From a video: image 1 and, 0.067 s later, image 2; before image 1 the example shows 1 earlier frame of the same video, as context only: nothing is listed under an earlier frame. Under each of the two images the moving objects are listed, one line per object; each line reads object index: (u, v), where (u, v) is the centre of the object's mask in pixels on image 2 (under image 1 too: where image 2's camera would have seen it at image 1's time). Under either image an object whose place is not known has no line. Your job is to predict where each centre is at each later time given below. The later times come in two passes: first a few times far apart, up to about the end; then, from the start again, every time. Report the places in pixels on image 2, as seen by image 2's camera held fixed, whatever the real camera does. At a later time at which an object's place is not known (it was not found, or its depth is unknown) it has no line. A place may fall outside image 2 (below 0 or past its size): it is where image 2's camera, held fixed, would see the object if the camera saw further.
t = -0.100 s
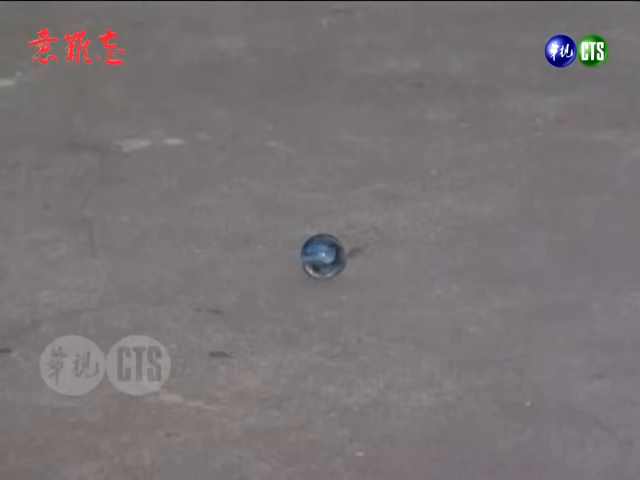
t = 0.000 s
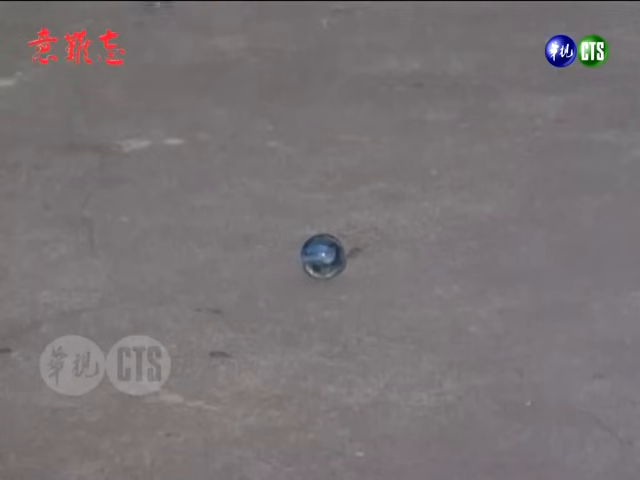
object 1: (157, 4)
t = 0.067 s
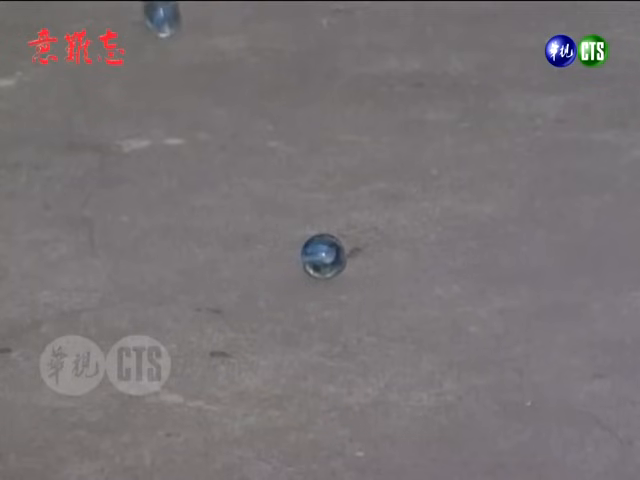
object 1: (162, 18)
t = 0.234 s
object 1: (185, 92)
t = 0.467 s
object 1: (230, 217)
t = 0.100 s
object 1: (166, 26)
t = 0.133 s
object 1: (169, 43)
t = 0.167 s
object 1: (174, 59)
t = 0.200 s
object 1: (179, 74)
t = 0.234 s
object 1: (185, 92)
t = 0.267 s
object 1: (190, 109)
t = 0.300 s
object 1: (196, 124)
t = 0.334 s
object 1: (202, 143)
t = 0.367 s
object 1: (208, 162)
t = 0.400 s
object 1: (215, 180)
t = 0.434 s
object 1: (222, 194)
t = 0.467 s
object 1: (230, 217)
